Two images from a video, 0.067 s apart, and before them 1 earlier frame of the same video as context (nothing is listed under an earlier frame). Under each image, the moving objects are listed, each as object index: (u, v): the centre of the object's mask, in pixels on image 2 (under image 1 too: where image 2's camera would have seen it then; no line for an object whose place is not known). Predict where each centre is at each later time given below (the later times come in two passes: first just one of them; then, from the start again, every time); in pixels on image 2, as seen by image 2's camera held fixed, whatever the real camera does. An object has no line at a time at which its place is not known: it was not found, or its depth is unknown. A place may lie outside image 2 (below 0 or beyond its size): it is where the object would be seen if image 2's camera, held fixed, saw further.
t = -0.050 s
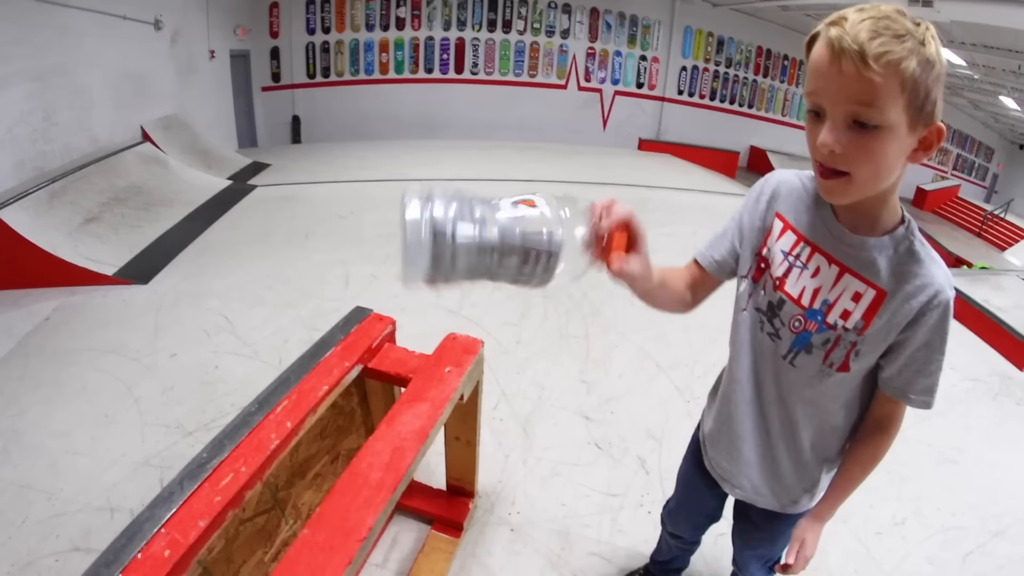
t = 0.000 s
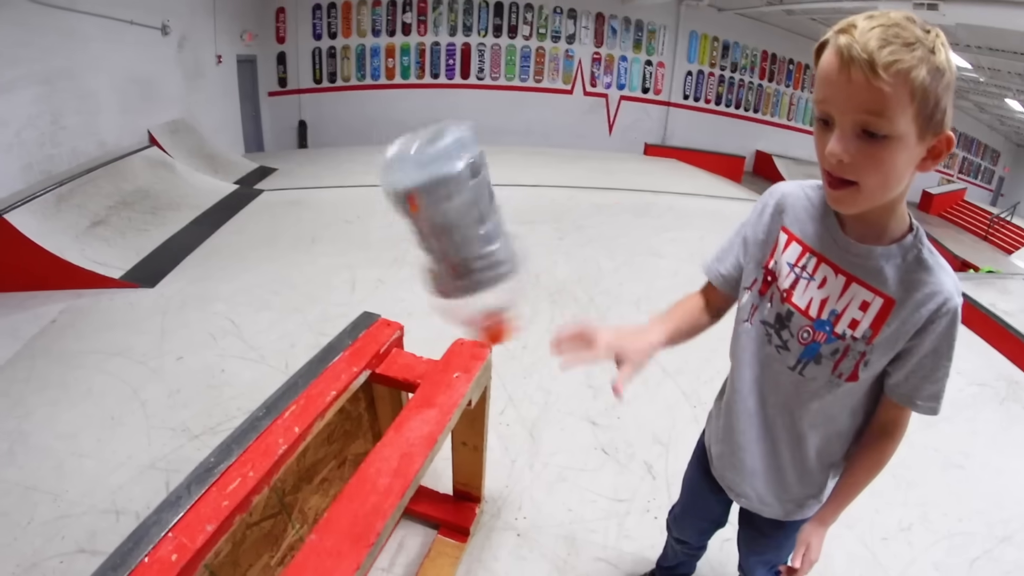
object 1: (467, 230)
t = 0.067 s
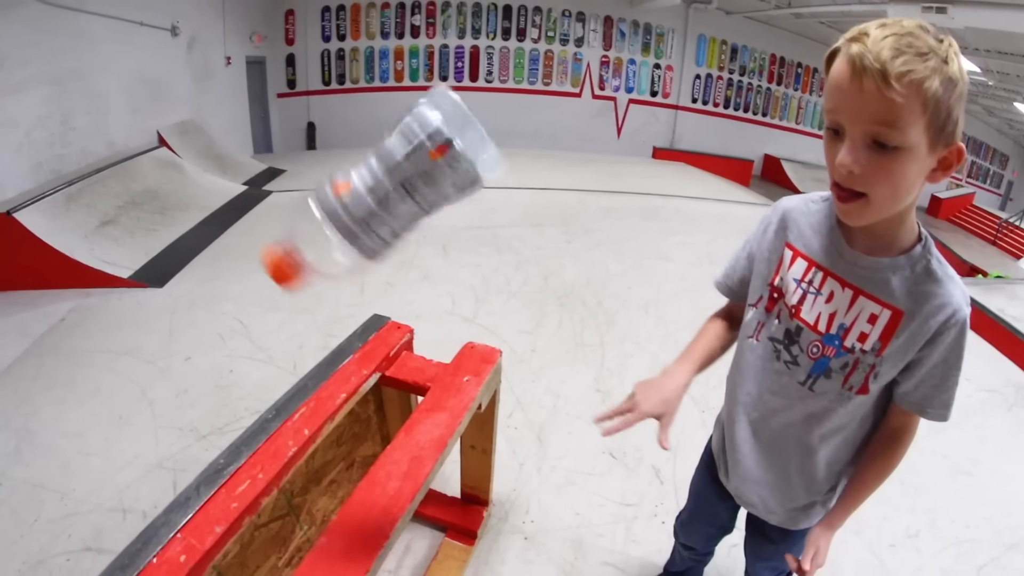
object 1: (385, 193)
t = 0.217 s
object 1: (341, 242)
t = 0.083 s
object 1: (369, 182)
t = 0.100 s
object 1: (361, 175)
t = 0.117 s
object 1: (355, 172)
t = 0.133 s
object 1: (350, 174)
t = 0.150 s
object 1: (346, 180)
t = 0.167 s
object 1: (342, 190)
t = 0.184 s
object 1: (341, 202)
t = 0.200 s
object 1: (342, 221)
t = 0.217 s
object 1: (341, 242)
